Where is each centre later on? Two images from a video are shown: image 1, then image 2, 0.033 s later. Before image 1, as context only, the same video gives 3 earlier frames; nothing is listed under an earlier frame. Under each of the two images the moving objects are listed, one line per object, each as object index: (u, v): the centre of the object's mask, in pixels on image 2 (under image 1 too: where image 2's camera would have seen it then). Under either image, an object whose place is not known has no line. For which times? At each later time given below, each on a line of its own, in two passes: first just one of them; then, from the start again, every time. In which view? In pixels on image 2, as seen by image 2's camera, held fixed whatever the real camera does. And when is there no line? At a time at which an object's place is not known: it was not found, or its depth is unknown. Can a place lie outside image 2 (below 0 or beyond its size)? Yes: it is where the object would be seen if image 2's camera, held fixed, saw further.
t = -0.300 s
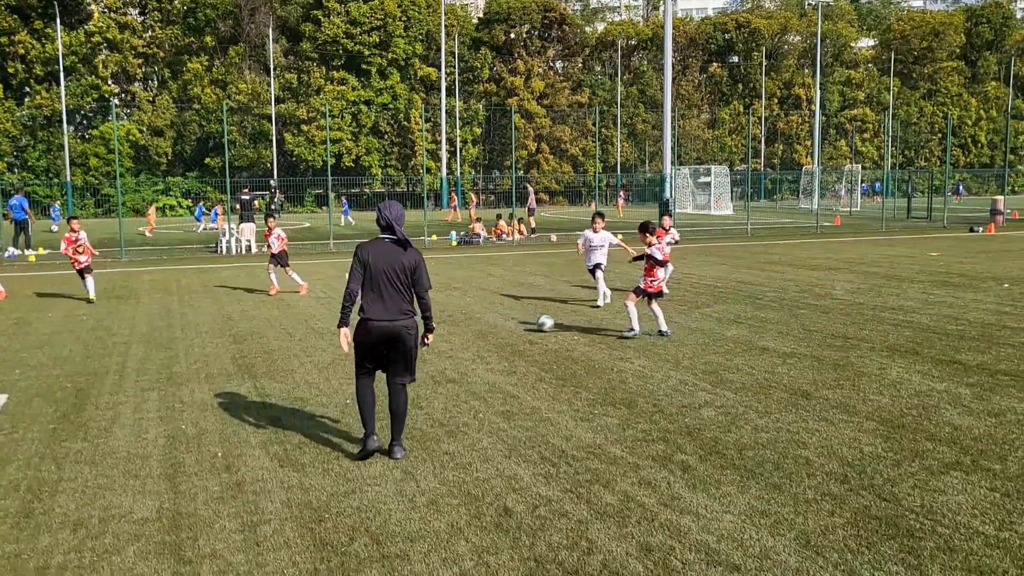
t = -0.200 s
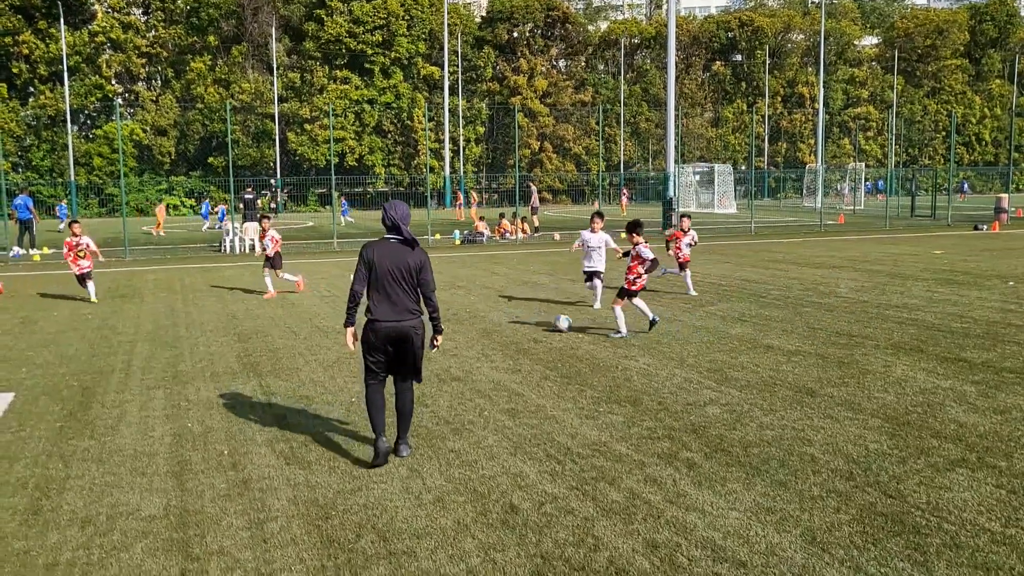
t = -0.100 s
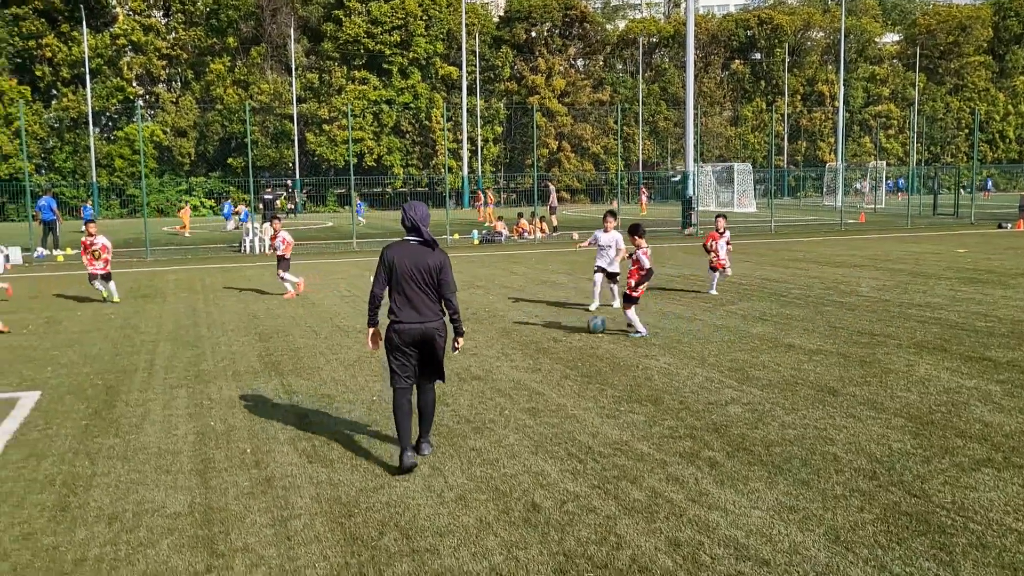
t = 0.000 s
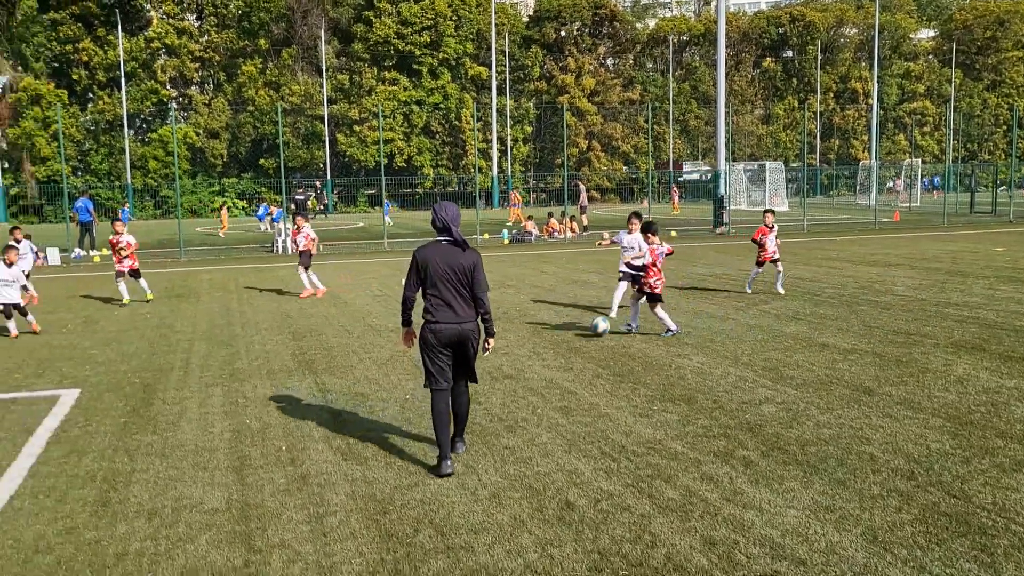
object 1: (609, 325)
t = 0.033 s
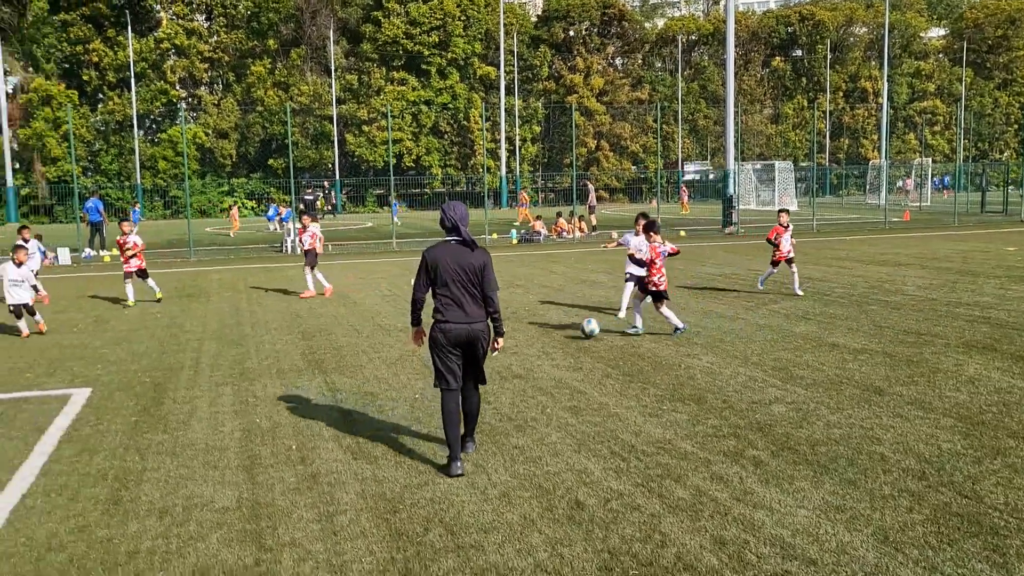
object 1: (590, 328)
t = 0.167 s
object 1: (519, 337)
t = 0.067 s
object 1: (571, 330)
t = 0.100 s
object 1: (551, 334)
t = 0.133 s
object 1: (534, 337)
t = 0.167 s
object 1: (519, 337)
